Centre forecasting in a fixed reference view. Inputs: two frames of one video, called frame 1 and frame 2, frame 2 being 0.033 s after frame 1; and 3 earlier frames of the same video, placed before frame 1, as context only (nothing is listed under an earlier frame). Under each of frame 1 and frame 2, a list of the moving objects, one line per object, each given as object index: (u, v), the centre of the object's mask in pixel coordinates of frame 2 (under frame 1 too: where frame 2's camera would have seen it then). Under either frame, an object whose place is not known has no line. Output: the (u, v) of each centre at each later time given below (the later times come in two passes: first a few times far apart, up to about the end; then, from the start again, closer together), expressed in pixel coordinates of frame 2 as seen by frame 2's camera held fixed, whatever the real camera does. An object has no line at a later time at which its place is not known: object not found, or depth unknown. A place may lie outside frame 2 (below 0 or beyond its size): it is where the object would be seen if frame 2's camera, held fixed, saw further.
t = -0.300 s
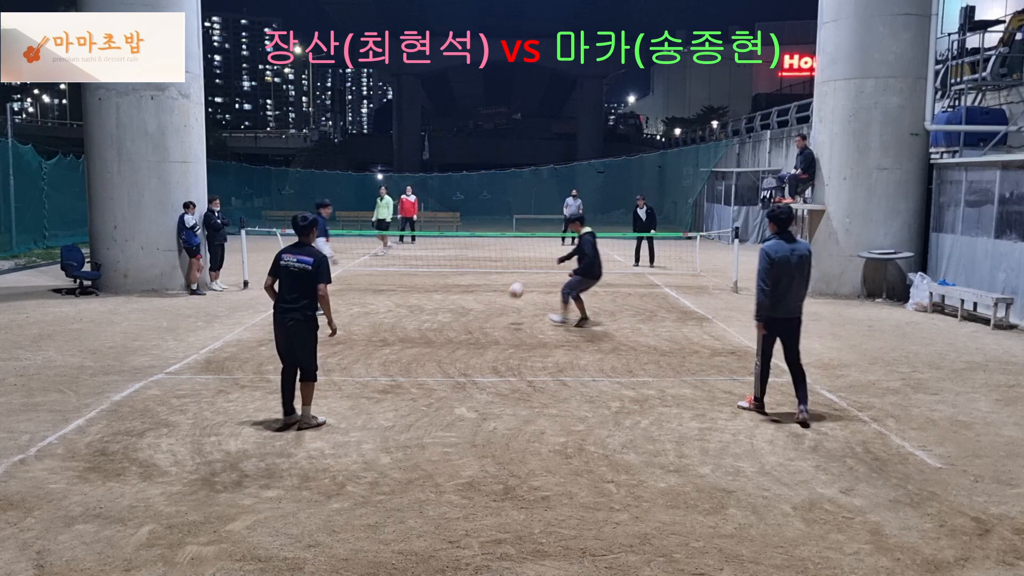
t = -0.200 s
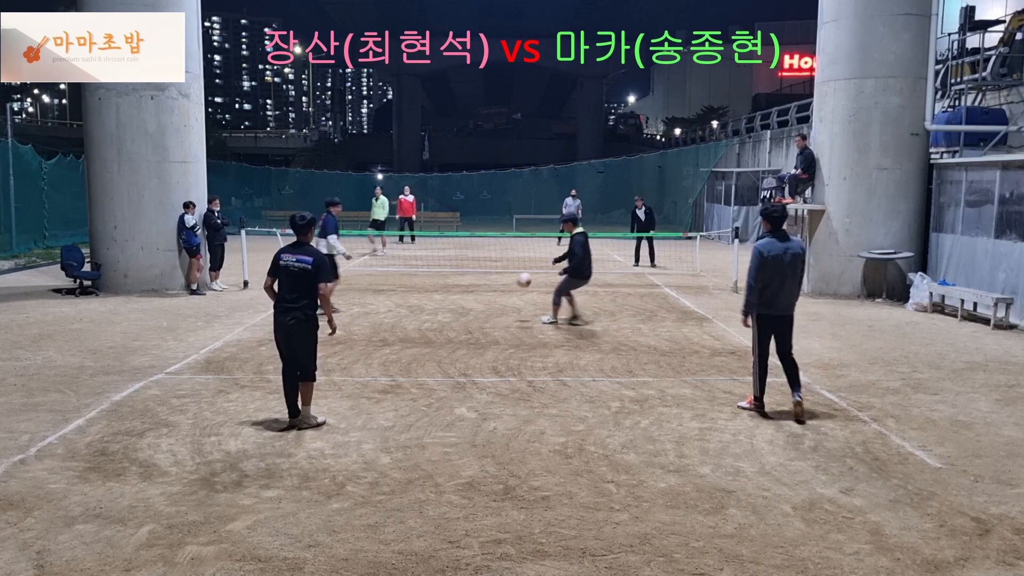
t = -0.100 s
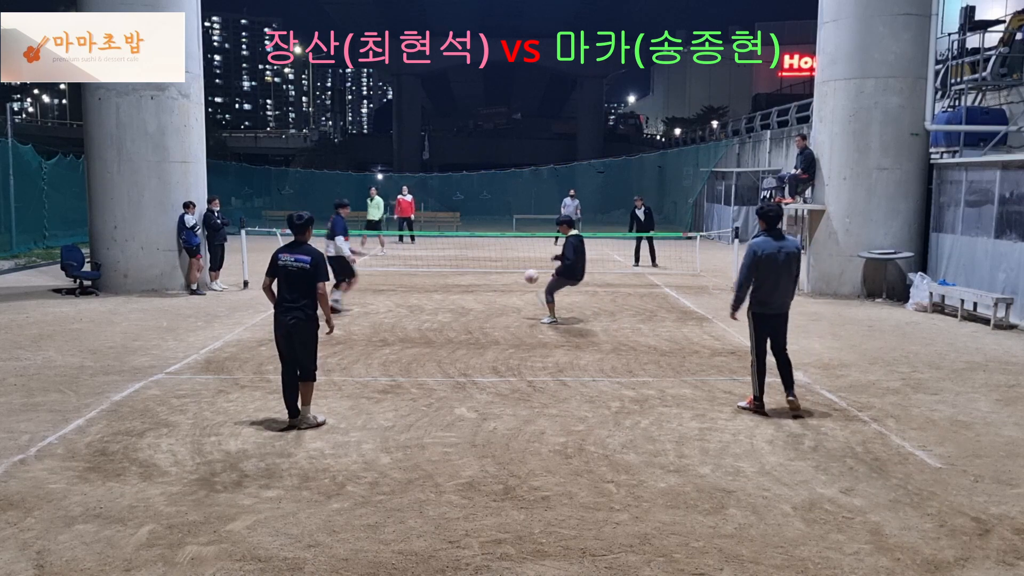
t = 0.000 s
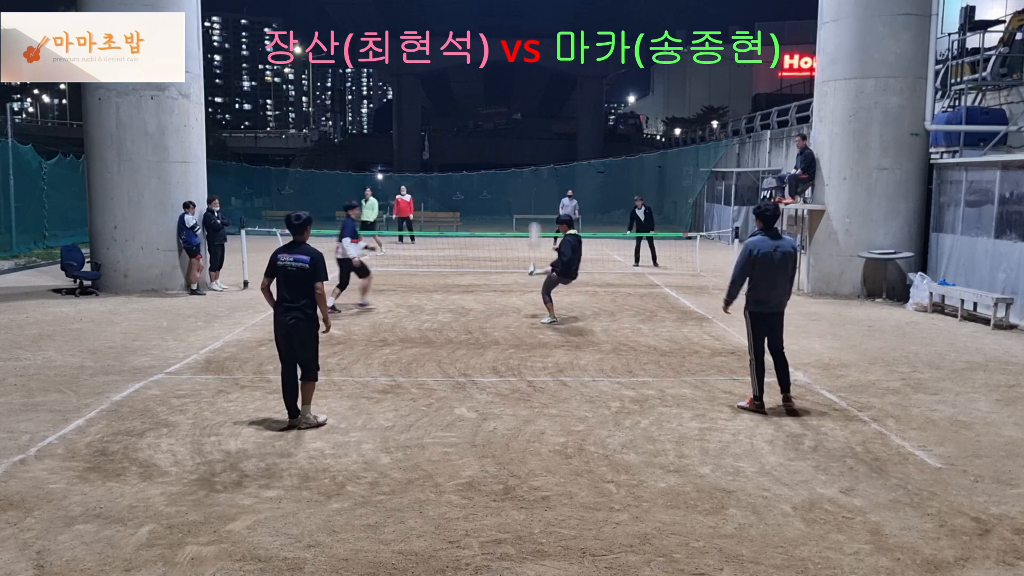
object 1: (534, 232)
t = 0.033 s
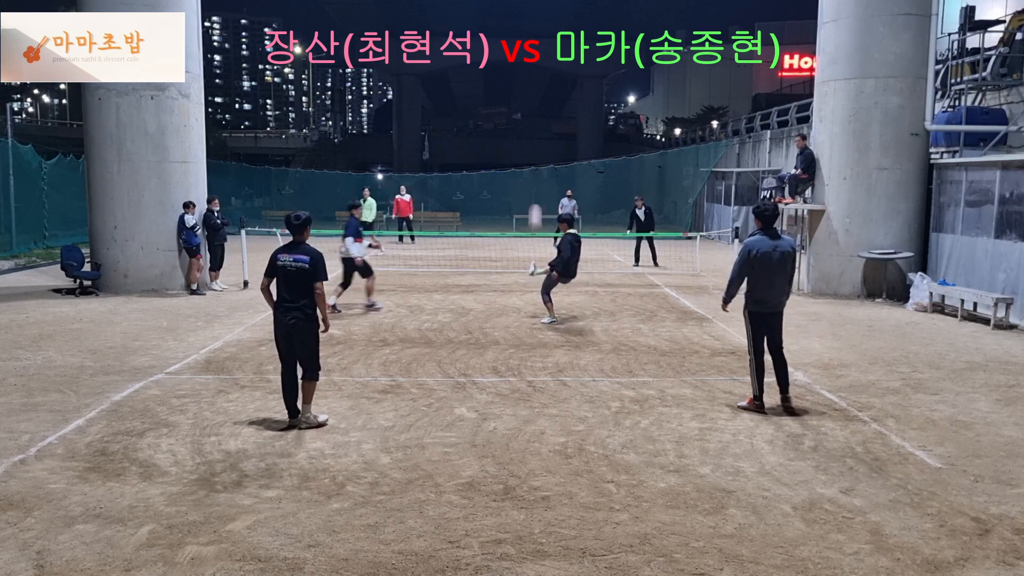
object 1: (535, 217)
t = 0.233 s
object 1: (538, 128)
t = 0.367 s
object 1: (540, 85)
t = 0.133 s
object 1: (536, 169)
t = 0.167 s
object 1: (537, 154)
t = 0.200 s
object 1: (537, 141)
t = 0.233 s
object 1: (538, 128)
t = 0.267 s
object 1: (538, 116)
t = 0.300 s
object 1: (539, 105)
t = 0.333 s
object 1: (540, 95)
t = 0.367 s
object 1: (540, 85)
